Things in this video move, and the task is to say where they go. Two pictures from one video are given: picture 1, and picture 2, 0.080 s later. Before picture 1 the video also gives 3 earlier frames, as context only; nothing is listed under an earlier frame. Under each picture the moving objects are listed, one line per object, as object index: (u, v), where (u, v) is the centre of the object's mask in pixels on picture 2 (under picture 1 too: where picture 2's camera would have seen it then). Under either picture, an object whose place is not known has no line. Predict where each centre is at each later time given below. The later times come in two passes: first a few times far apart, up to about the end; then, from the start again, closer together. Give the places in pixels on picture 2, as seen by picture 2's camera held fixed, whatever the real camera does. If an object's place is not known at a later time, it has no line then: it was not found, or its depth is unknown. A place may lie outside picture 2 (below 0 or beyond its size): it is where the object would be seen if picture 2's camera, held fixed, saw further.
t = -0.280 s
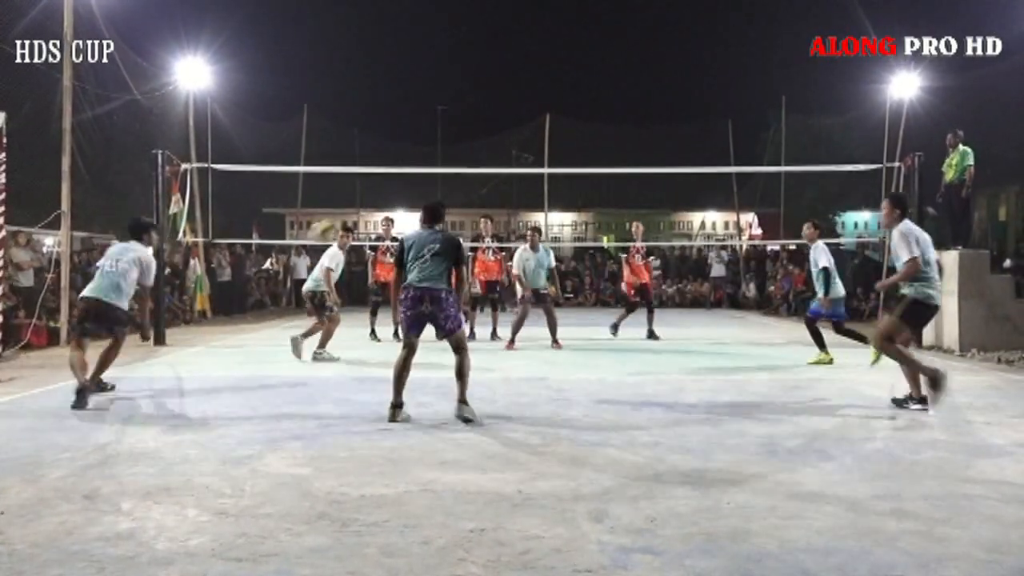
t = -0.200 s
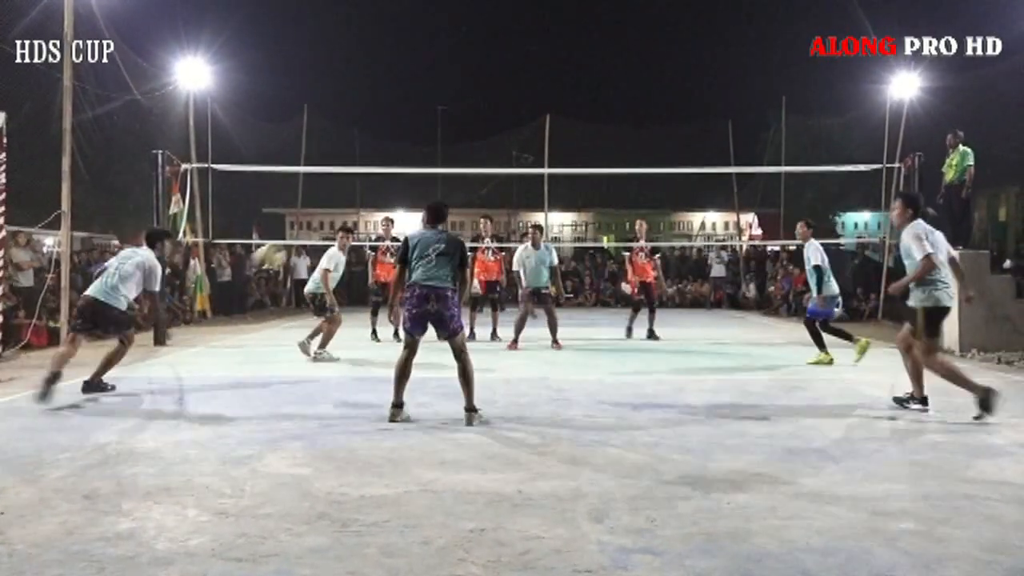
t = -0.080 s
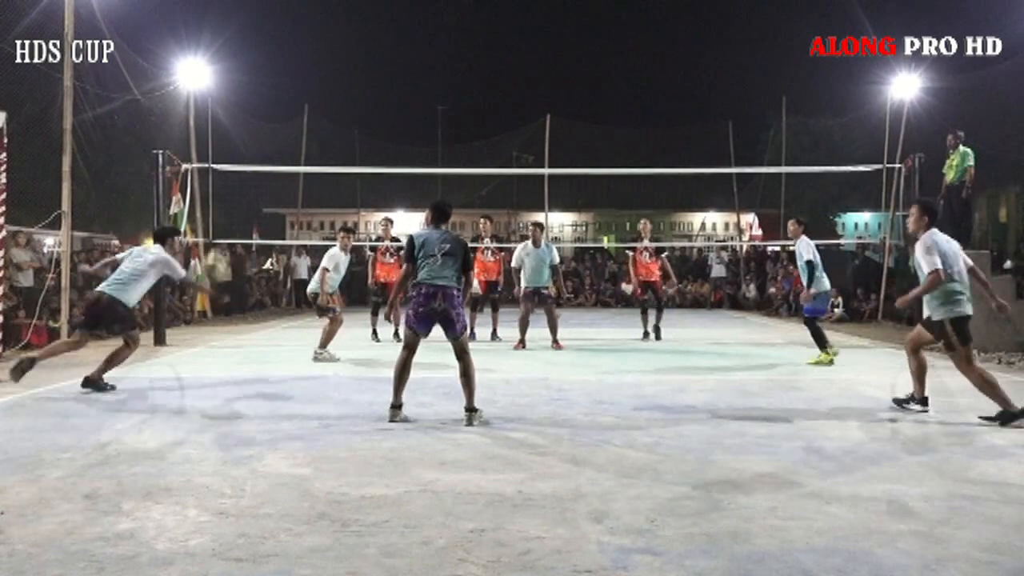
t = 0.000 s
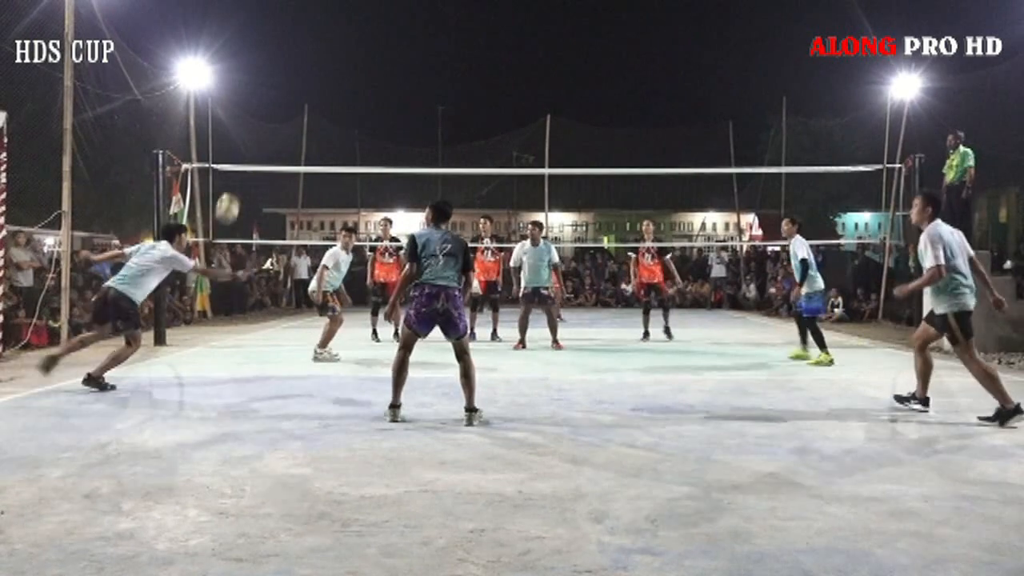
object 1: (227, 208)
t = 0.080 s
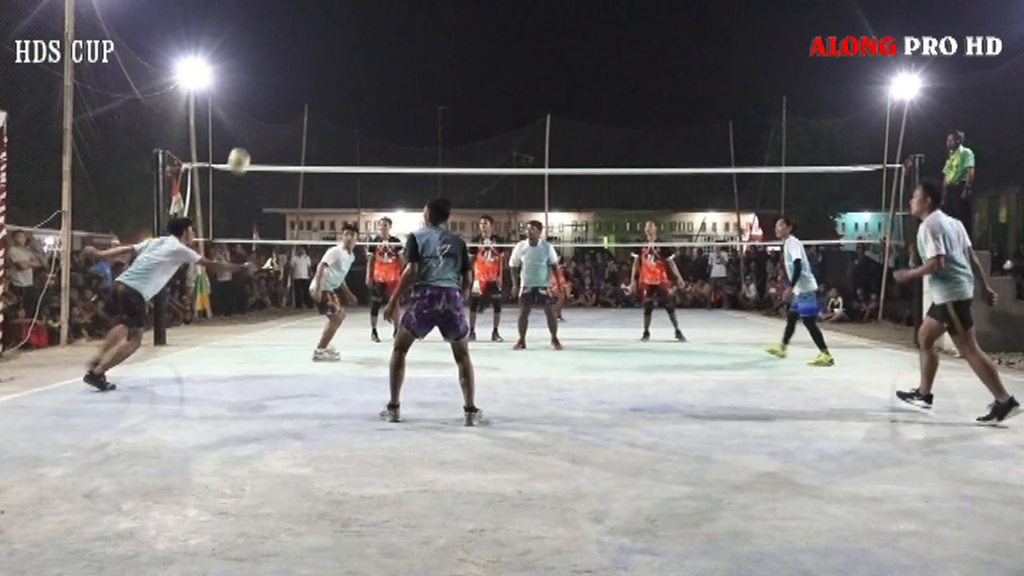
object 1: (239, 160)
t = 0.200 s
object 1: (253, 109)
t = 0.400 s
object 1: (270, 64)
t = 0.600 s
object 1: (282, 55)
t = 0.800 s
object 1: (291, 76)
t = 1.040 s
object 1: (299, 130)
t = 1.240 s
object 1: (305, 193)
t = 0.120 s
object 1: (244, 142)
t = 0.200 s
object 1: (253, 109)
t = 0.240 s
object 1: (256, 97)
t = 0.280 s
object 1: (260, 86)
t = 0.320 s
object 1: (264, 77)
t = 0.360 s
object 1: (267, 69)
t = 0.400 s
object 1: (270, 64)
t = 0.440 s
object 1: (273, 59)
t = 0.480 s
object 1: (275, 56)
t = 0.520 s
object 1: (277, 55)
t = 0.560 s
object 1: (280, 54)
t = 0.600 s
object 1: (282, 55)
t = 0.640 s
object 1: (284, 58)
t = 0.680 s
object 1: (286, 61)
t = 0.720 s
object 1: (287, 65)
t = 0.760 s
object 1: (289, 70)
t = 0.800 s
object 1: (291, 76)
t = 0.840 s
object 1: (293, 83)
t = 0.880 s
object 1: (294, 91)
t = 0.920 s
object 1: (296, 100)
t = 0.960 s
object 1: (297, 109)
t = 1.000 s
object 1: (298, 119)
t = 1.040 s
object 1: (299, 130)
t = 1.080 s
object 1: (300, 141)
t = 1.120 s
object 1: (302, 154)
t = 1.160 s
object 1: (302, 164)
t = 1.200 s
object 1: (304, 179)
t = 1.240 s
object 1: (305, 193)
